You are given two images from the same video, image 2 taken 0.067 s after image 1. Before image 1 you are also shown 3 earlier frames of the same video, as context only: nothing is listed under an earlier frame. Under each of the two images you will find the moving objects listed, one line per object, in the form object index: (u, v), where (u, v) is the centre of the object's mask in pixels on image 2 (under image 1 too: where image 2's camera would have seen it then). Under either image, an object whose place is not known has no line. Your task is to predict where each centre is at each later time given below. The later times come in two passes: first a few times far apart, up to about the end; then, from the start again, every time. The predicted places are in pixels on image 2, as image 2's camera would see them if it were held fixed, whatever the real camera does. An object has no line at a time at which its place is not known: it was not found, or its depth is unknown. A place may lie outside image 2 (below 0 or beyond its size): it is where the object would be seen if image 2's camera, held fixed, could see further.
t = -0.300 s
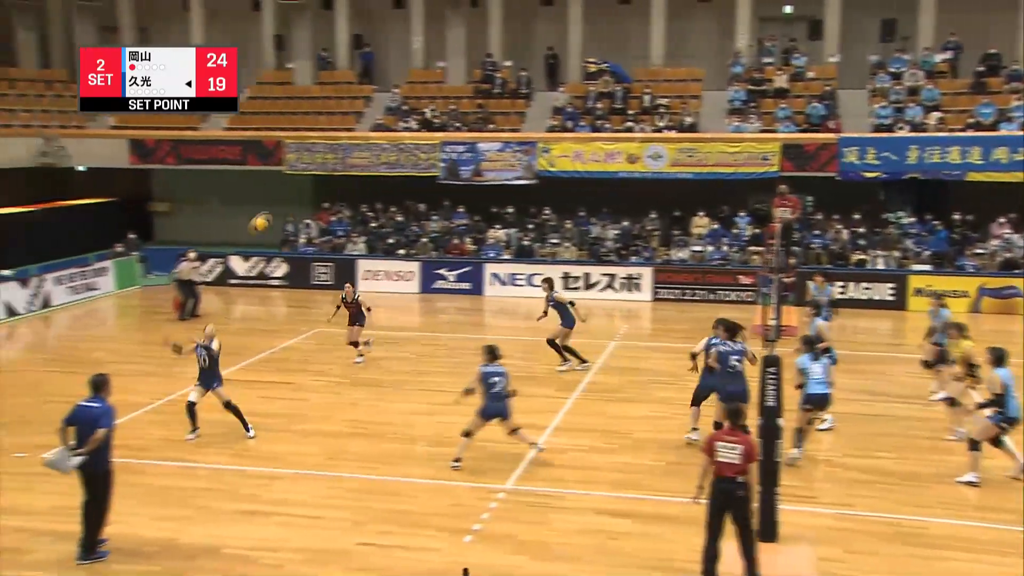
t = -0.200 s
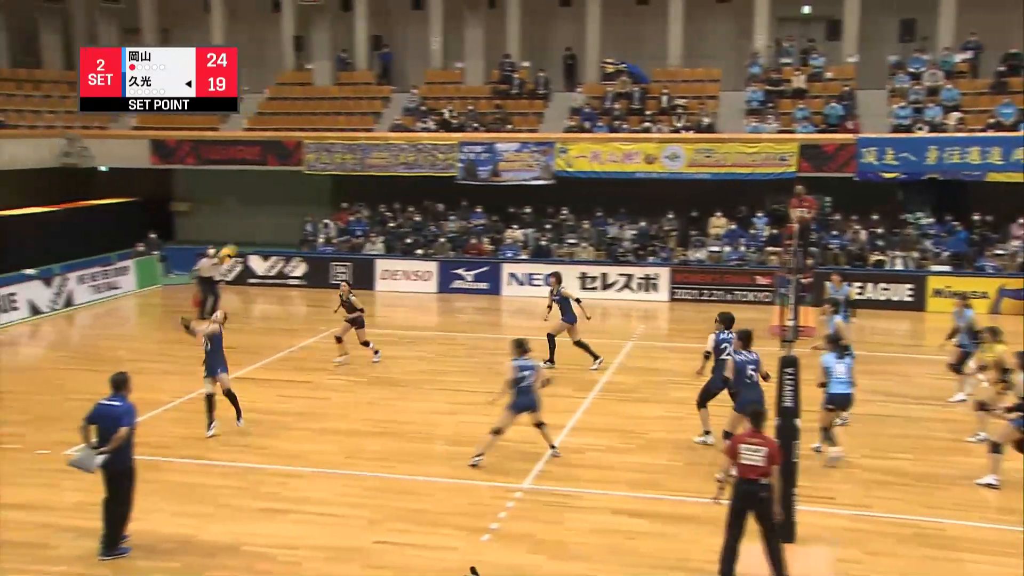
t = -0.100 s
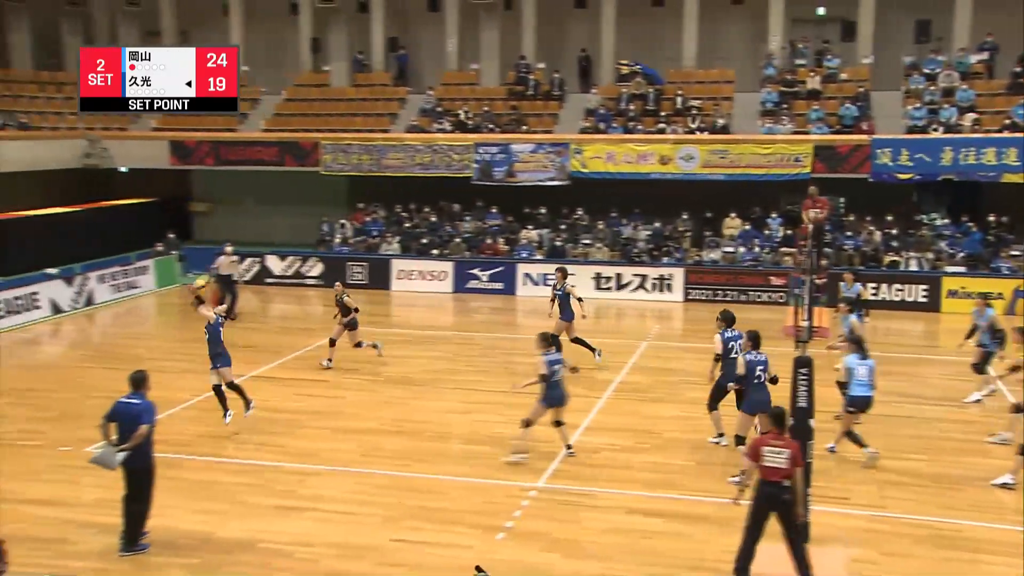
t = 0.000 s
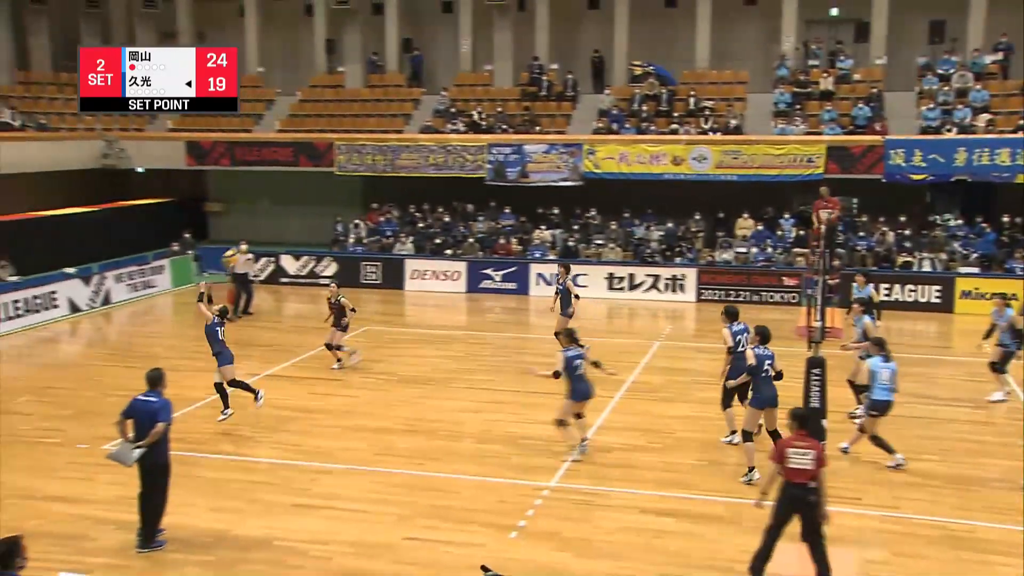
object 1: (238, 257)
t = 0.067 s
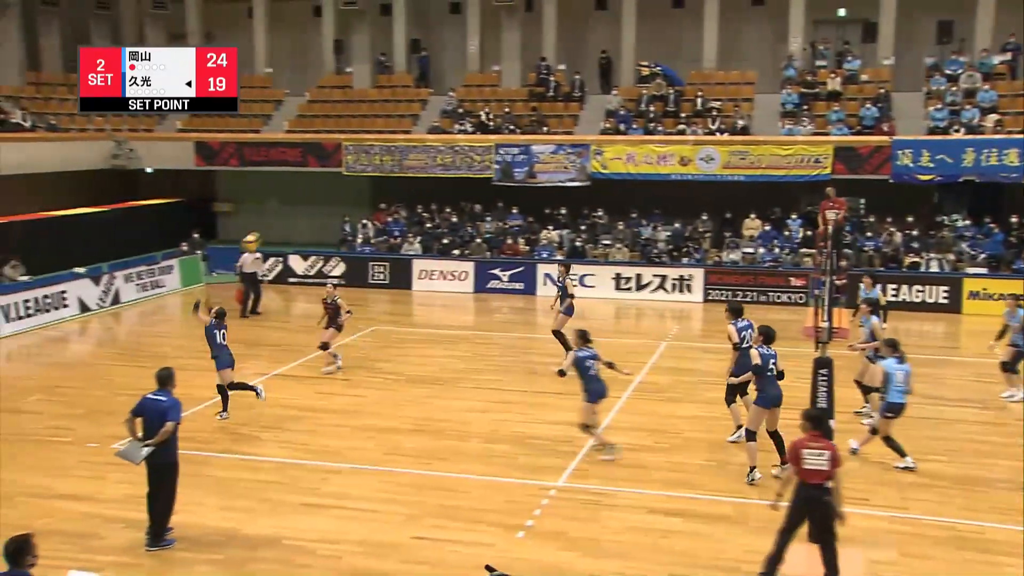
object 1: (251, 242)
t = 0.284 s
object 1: (287, 215)
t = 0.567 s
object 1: (337, 229)
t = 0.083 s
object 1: (251, 241)
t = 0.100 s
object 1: (256, 235)
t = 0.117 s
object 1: (259, 233)
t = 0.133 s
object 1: (262, 230)
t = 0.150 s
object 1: (264, 229)
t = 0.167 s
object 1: (267, 225)
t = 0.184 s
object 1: (268, 225)
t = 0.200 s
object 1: (273, 221)
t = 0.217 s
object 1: (275, 220)
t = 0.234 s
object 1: (278, 218)
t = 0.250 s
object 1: (280, 217)
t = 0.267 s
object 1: (284, 215)
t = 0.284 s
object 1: (287, 215)
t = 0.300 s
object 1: (290, 213)
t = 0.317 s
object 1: (292, 213)
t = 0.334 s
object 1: (296, 213)
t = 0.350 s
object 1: (298, 212)
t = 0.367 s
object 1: (302, 212)
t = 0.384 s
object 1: (304, 213)
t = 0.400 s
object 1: (307, 213)
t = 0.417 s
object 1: (310, 213)
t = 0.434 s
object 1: (314, 214)
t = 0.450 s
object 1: (316, 215)
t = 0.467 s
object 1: (319, 216)
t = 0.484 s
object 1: (321, 217)
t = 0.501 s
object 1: (326, 220)
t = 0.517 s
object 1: (328, 221)
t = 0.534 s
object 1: (332, 224)
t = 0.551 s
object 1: (332, 225)
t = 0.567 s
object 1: (337, 229)
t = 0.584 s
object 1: (339, 230)
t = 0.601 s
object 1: (345, 235)
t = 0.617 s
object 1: (346, 237)
